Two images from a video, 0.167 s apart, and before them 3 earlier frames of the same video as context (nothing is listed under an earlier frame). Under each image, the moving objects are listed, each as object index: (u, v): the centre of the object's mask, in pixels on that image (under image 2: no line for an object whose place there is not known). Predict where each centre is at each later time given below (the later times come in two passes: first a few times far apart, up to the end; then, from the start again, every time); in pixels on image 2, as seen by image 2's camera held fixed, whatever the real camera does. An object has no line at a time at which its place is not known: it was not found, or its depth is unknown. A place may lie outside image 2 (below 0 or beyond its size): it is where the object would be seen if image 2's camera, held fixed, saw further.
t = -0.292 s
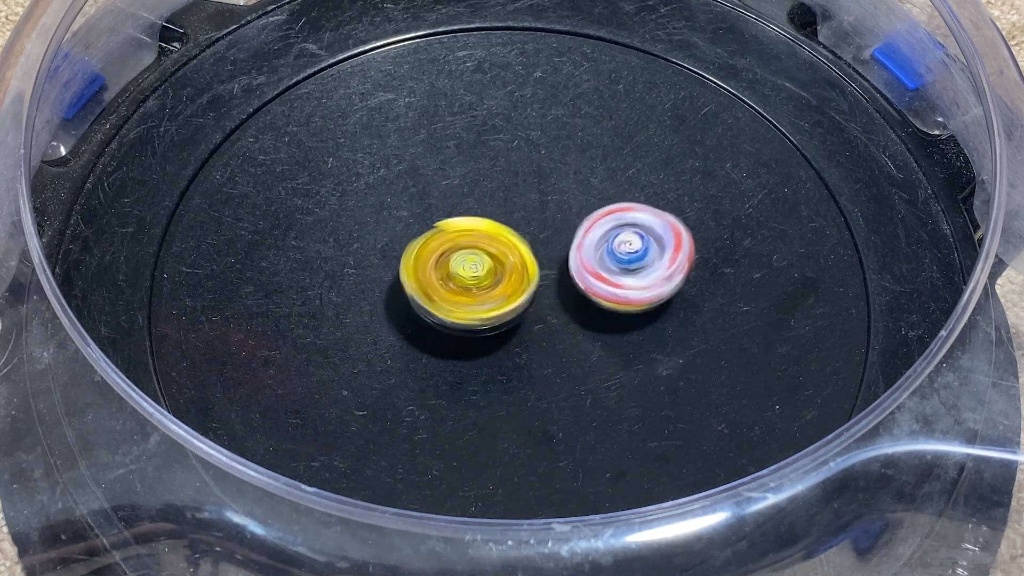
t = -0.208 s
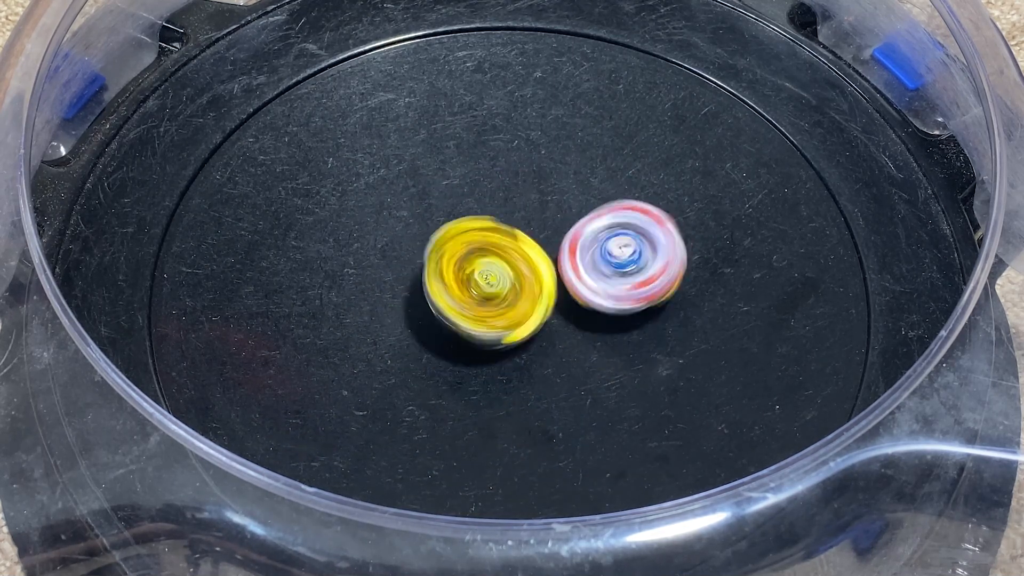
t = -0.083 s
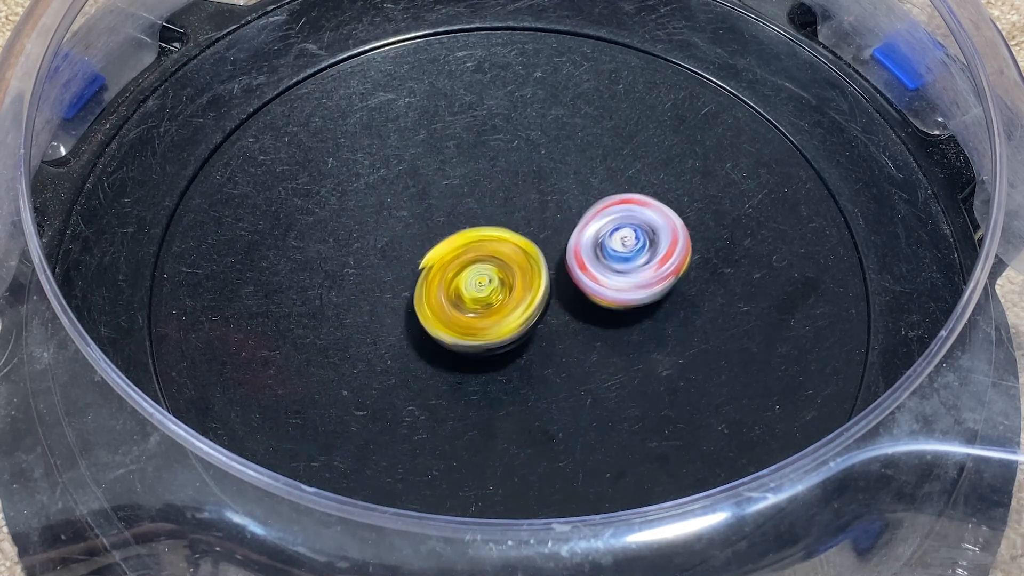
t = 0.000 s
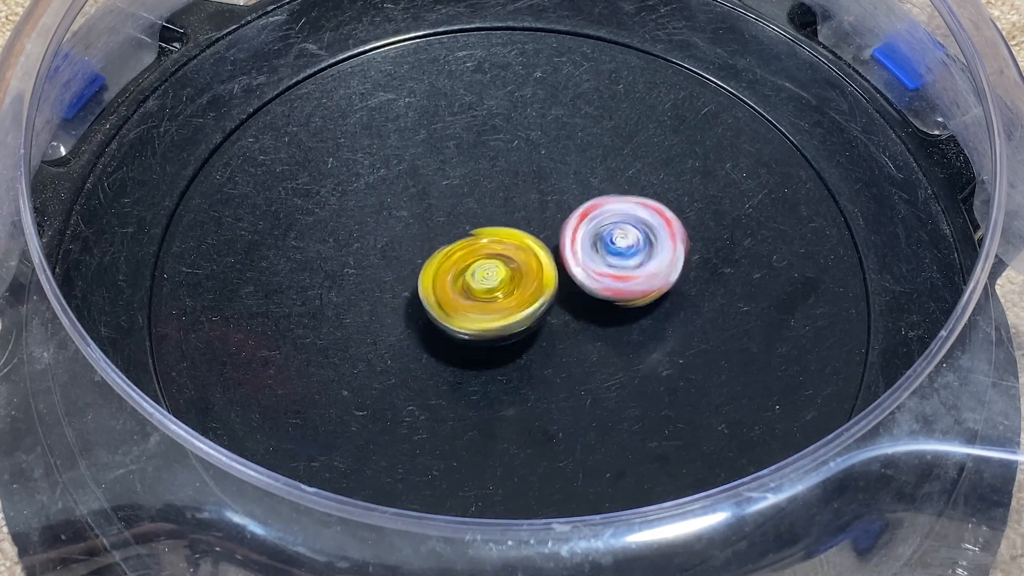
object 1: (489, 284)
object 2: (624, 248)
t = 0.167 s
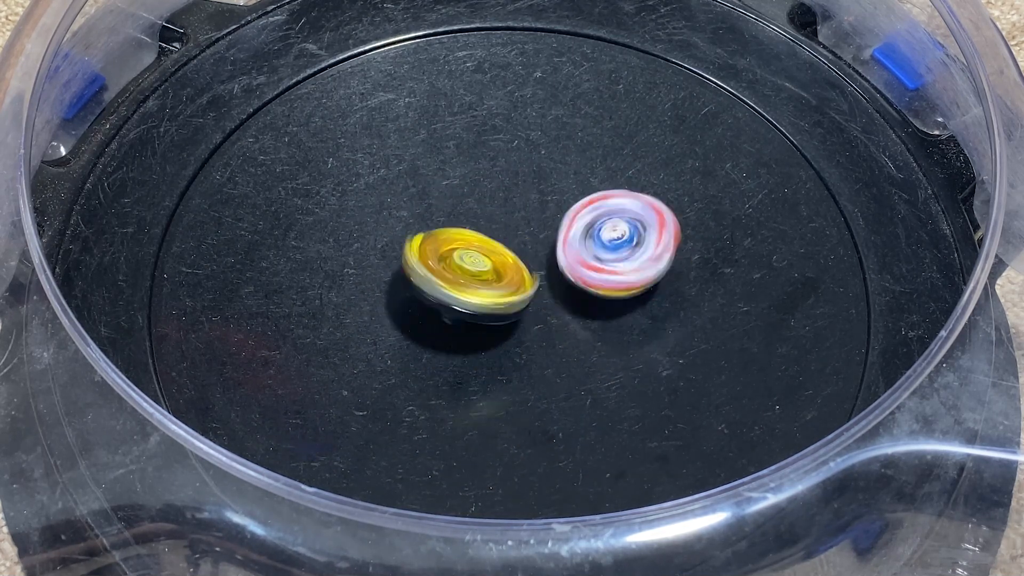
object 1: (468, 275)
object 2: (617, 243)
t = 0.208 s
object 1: (467, 271)
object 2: (611, 246)
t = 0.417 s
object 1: (439, 261)
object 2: (634, 285)
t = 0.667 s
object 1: (450, 261)
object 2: (643, 331)
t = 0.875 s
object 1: (464, 280)
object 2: (606, 323)
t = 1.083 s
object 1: (483, 292)
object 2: (584, 340)
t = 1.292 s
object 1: (489, 310)
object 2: (586, 338)
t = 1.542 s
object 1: (489, 320)
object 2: (588, 338)
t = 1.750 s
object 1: (493, 305)
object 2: (585, 339)
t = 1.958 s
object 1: (507, 295)
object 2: (586, 340)
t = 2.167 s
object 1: (502, 297)
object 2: (586, 339)
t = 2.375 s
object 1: (505, 295)
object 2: (586, 339)
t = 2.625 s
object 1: (507, 295)
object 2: (586, 339)
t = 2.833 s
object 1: (507, 295)
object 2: (586, 339)
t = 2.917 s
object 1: (507, 295)
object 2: (586, 339)
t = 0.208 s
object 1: (467, 271)
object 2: (611, 246)
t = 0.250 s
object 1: (468, 269)
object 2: (608, 252)
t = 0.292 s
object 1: (470, 267)
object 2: (609, 260)
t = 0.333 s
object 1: (471, 266)
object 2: (602, 264)
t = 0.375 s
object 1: (458, 263)
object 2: (612, 272)
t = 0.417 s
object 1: (439, 261)
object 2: (634, 285)
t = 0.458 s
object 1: (430, 259)
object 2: (646, 298)
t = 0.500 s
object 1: (427, 256)
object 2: (651, 310)
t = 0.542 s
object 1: (432, 255)
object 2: (650, 319)
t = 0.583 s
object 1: (435, 255)
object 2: (646, 326)
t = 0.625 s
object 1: (443, 256)
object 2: (643, 330)
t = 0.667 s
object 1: (450, 261)
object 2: (643, 331)
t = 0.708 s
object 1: (454, 267)
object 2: (640, 329)
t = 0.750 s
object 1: (456, 273)
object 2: (634, 325)
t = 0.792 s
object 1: (457, 276)
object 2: (625, 322)
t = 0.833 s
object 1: (459, 278)
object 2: (616, 322)
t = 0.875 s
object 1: (464, 280)
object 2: (606, 323)
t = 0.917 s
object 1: (472, 283)
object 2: (595, 327)
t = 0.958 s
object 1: (477, 286)
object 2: (587, 335)
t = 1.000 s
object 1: (480, 288)
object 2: (584, 342)
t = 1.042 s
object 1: (481, 290)
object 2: (583, 343)
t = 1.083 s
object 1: (483, 292)
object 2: (584, 340)
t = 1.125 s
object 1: (485, 295)
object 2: (585, 338)
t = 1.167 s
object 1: (486, 299)
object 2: (584, 339)
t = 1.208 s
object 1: (488, 302)
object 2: (584, 339)
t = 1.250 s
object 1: (489, 306)
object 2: (585, 338)
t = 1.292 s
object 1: (489, 310)
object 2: (586, 338)
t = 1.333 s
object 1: (489, 315)
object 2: (586, 338)
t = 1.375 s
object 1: (489, 318)
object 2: (588, 338)
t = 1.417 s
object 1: (490, 320)
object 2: (589, 338)
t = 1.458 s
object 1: (490, 321)
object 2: (589, 338)
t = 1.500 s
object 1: (490, 321)
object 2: (589, 338)
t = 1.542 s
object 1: (489, 320)
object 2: (588, 338)
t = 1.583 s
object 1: (490, 318)
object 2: (588, 339)
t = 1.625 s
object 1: (490, 316)
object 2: (587, 339)
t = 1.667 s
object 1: (490, 313)
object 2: (586, 339)
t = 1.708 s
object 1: (491, 309)
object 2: (586, 339)
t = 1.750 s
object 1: (493, 305)
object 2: (585, 339)
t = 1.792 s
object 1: (498, 301)
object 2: (585, 339)
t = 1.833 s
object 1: (503, 298)
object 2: (586, 339)
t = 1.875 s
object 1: (506, 296)
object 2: (586, 340)
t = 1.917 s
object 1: (508, 295)
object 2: (586, 339)
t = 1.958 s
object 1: (507, 295)
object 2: (586, 340)
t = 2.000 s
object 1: (506, 295)
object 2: (586, 339)
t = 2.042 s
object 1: (505, 295)
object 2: (586, 339)
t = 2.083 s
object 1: (504, 296)
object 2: (586, 339)
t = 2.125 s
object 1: (502, 297)
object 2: (586, 339)
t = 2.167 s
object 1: (502, 297)
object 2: (586, 339)
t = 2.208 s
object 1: (501, 297)
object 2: (586, 339)
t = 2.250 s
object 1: (502, 297)
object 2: (586, 339)
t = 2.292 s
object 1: (502, 296)
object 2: (585, 339)
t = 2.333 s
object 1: (503, 295)
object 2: (586, 339)
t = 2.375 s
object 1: (505, 295)
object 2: (586, 339)
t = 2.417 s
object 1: (506, 295)
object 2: (586, 339)
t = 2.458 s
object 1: (507, 295)
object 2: (586, 339)
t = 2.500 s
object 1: (507, 295)
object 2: (586, 339)
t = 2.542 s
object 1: (507, 295)
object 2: (586, 339)
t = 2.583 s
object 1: (507, 295)
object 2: (586, 339)
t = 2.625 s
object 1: (507, 295)
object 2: (586, 339)
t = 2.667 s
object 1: (507, 295)
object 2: (586, 339)
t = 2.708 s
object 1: (507, 295)
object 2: (586, 339)
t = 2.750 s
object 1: (507, 295)
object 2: (586, 339)
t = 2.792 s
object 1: (507, 295)
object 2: (586, 339)
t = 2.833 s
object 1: (507, 295)
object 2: (586, 339)
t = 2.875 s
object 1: (507, 295)
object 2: (586, 339)
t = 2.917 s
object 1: (507, 295)
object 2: (586, 339)
